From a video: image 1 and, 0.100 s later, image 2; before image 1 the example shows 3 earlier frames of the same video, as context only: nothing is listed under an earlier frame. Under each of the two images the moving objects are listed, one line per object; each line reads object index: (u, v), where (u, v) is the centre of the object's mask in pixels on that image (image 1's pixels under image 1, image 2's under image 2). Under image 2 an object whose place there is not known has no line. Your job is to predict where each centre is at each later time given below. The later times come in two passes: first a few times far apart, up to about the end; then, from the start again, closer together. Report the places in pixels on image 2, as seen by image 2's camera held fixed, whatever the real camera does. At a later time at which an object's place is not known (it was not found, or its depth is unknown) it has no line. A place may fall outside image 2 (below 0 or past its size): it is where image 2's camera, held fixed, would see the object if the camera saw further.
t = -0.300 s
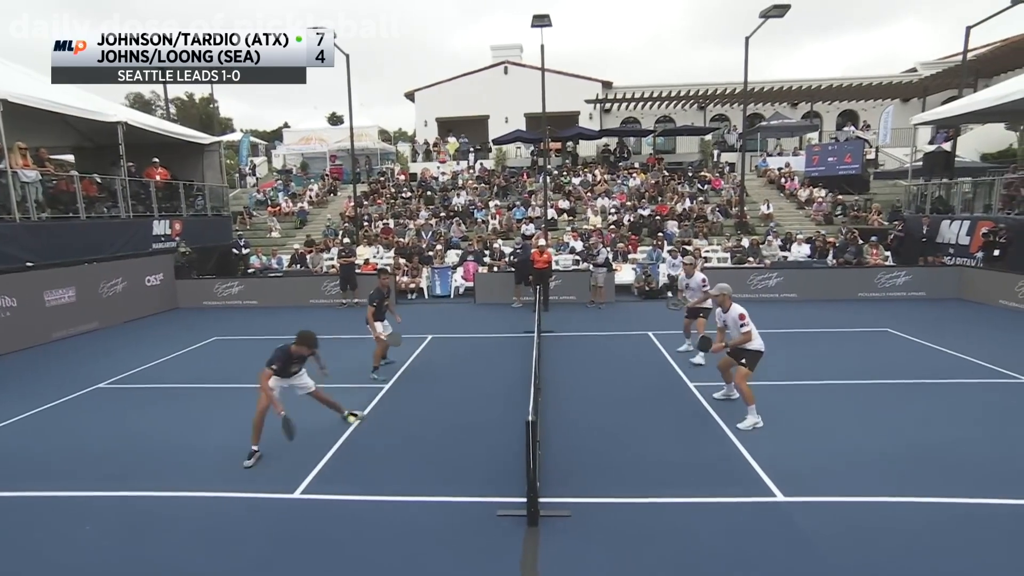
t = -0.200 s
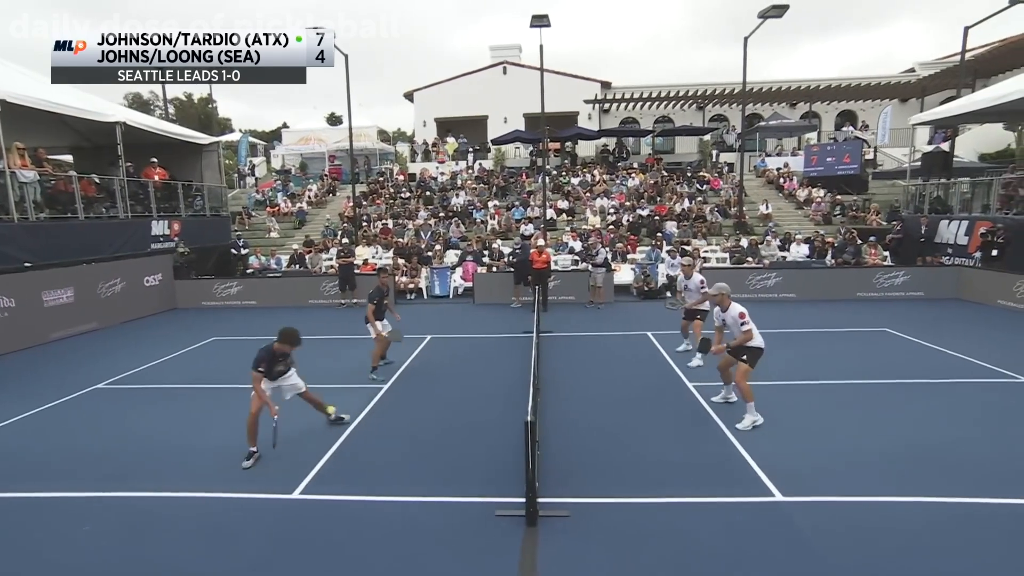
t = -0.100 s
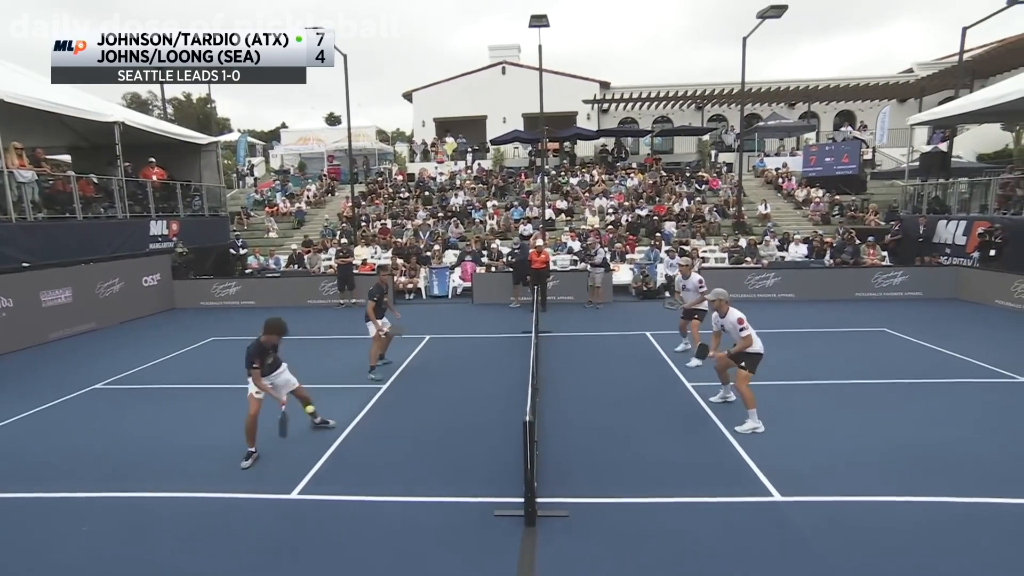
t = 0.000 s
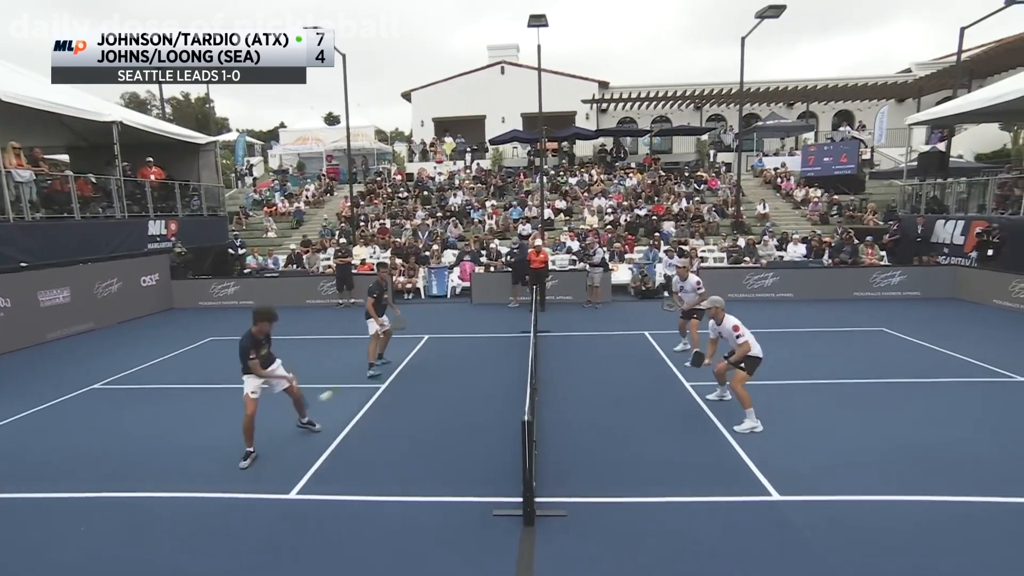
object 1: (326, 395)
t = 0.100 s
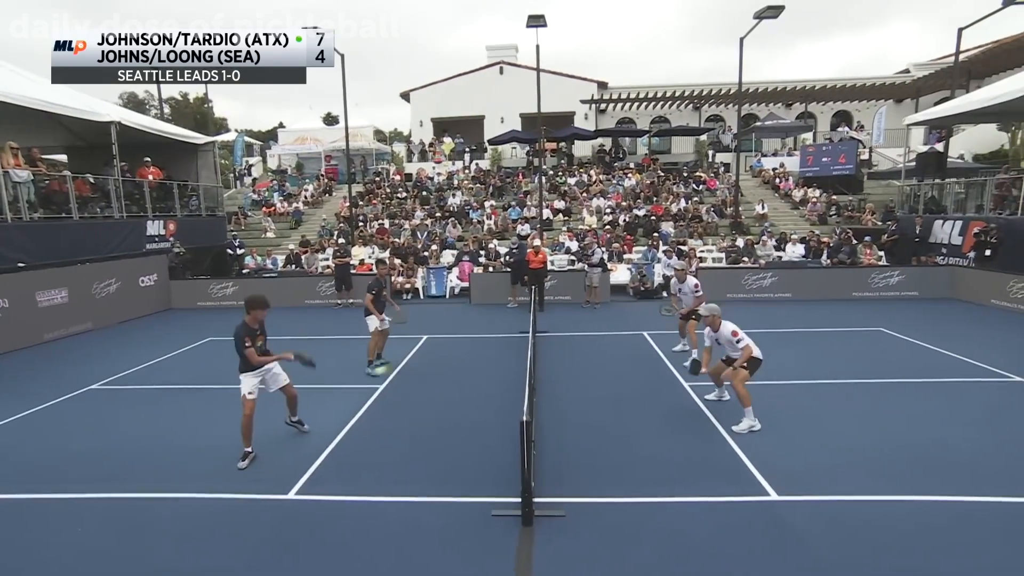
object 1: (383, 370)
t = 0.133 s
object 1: (400, 364)
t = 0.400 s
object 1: (548, 356)
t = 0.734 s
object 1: (709, 444)
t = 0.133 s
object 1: (400, 364)
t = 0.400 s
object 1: (548, 356)
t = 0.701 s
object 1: (694, 431)
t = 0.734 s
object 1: (709, 444)
